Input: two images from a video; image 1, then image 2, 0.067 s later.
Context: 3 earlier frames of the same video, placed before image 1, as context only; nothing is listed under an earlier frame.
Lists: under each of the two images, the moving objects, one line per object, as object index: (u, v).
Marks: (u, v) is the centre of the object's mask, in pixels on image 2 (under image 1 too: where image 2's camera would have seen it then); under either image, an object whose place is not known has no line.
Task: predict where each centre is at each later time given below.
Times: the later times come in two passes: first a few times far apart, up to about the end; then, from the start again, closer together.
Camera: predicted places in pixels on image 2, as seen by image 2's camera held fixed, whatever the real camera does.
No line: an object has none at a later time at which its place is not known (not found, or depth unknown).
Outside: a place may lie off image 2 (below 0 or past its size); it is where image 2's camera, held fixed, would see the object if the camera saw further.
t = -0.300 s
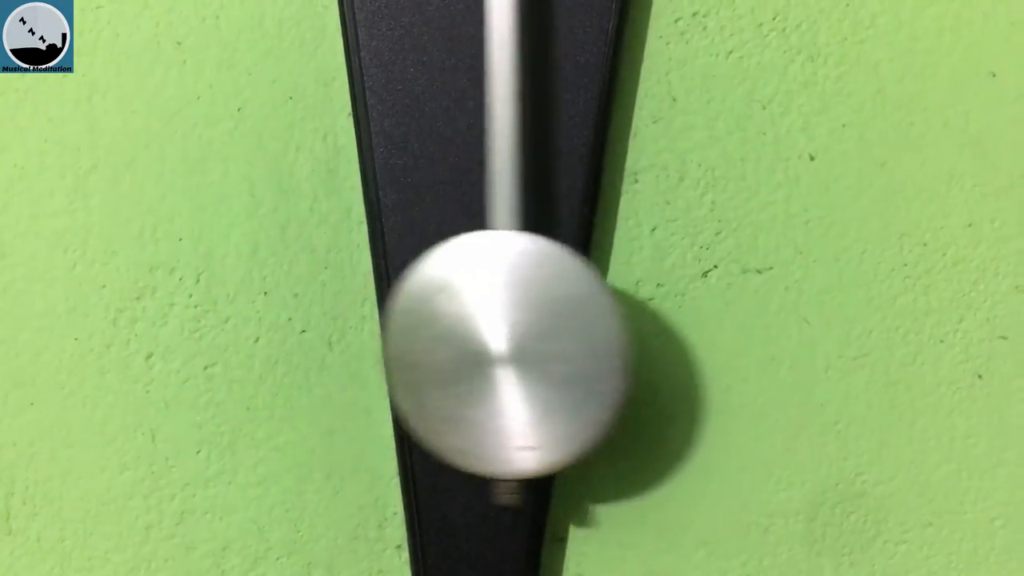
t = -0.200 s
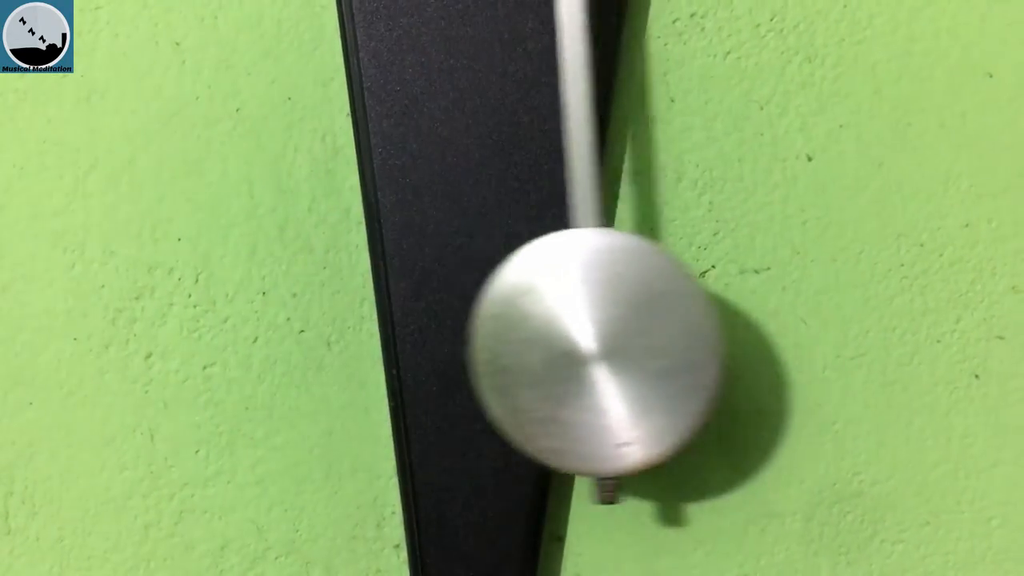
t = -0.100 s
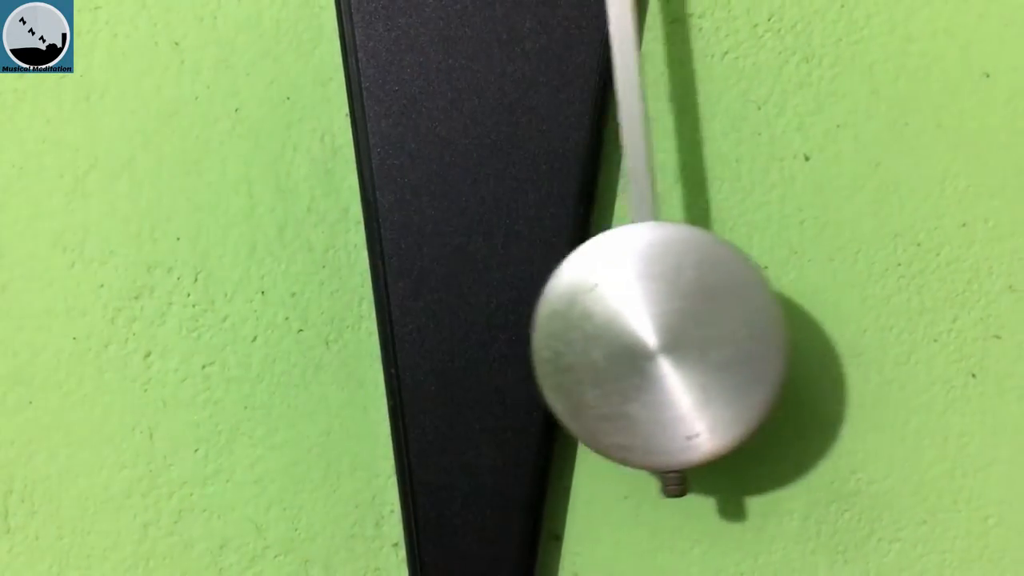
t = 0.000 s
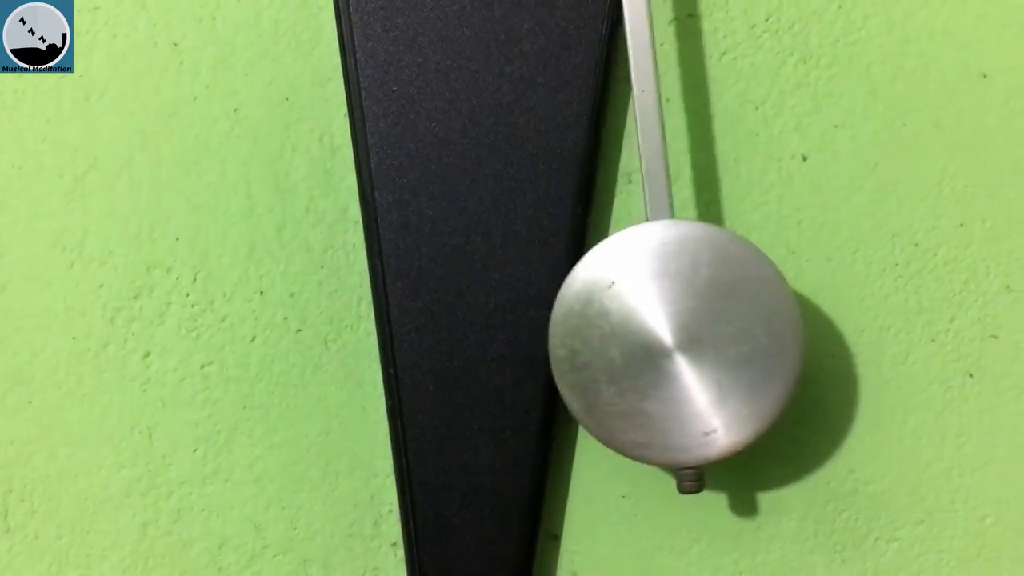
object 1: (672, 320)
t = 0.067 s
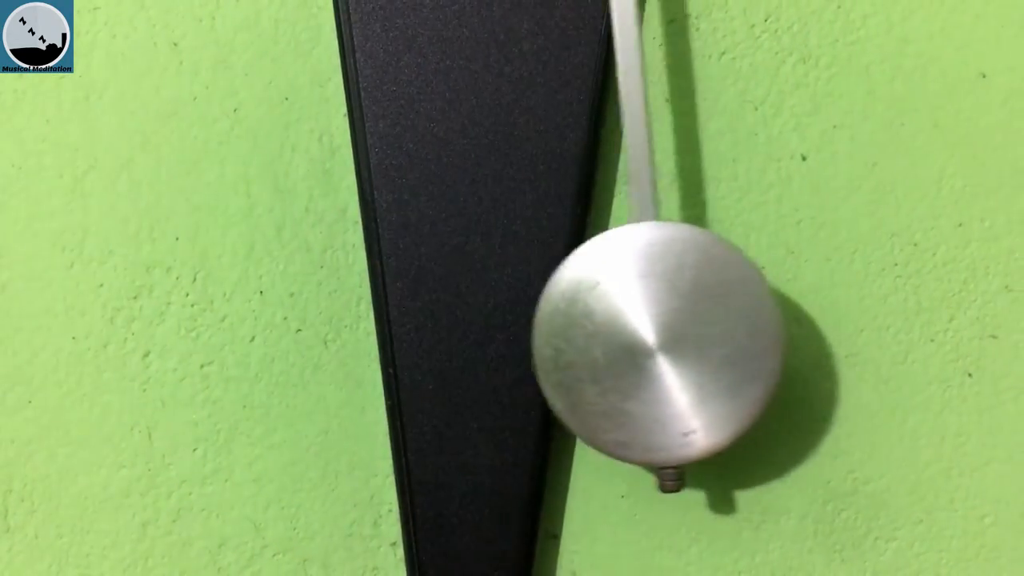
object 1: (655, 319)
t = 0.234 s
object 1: (537, 317)
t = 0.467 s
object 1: (348, 314)
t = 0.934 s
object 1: (551, 320)
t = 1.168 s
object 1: (670, 317)
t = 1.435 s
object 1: (513, 321)
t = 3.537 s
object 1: (674, 319)
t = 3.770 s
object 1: (526, 319)
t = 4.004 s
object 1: (338, 318)
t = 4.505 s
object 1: (588, 321)
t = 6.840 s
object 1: (574, 318)
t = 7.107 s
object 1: (669, 319)
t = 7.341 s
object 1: (494, 321)
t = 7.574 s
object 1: (323, 319)
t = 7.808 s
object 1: (389, 319)
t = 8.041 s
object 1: (597, 321)
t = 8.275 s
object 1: (667, 319)
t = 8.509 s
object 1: (505, 317)
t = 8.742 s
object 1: (335, 317)
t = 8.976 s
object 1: (379, 323)
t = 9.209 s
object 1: (581, 321)
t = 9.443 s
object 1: (659, 317)
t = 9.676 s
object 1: (511, 321)
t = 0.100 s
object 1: (638, 319)
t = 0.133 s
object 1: (617, 318)
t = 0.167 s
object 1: (594, 315)
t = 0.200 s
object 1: (566, 317)
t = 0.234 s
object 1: (537, 317)
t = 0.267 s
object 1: (507, 316)
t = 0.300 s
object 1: (479, 315)
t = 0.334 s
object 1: (450, 315)
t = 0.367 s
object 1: (421, 315)
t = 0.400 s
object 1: (393, 315)
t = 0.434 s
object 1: (369, 314)
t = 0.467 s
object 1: (348, 314)
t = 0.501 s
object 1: (332, 313)
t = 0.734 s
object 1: (373, 319)
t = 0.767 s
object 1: (399, 320)
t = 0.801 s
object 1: (428, 320)
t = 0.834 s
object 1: (458, 322)
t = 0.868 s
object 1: (489, 320)
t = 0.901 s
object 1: (519, 321)
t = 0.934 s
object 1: (551, 320)
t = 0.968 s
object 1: (579, 320)
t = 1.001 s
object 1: (606, 319)
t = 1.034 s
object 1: (628, 319)
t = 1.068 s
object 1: (647, 319)
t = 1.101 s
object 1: (660, 318)
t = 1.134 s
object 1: (668, 317)
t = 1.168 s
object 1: (670, 317)
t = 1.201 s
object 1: (667, 317)
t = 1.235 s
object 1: (657, 317)
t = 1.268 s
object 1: (642, 317)
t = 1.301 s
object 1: (623, 317)
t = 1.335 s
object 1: (600, 317)
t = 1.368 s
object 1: (573, 318)
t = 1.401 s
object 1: (544, 319)
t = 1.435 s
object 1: (513, 321)
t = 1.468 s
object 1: (484, 320)
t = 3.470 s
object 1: (672, 319)
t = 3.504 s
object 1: (676, 319)
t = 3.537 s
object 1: (674, 319)
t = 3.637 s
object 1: (634, 321)
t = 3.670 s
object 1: (611, 320)
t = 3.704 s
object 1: (585, 319)
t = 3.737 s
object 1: (557, 319)
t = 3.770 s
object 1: (526, 319)
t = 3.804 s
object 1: (496, 318)
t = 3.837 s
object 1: (467, 318)
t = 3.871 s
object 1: (437, 319)
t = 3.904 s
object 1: (408, 317)
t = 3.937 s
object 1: (382, 316)
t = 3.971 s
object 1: (358, 315)
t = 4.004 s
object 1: (338, 318)
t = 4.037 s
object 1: (323, 319)
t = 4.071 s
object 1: (314, 319)
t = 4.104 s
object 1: (311, 319)
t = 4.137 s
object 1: (313, 320)
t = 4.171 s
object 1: (322, 321)
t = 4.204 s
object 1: (337, 321)
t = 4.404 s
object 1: (499, 323)
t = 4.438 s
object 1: (530, 322)
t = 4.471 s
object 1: (560, 321)
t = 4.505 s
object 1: (588, 321)
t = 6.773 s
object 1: (512, 319)
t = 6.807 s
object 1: (544, 318)
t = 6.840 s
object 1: (574, 318)
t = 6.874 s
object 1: (603, 318)
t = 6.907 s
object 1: (627, 317)
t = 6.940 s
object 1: (648, 317)
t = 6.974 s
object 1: (664, 318)
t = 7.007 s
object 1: (674, 318)
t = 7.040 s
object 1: (678, 317)
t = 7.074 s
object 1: (677, 318)
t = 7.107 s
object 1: (669, 319)
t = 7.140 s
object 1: (655, 320)
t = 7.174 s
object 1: (636, 321)
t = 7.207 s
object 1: (613, 321)
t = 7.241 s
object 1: (585, 321)
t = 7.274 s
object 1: (557, 322)
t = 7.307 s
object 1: (524, 323)
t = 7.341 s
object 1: (494, 321)
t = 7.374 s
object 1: (463, 320)
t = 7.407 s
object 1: (432, 319)
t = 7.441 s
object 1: (403, 319)
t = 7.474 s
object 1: (377, 316)
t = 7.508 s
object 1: (354, 318)
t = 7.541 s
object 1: (336, 318)
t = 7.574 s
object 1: (323, 319)
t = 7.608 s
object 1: (316, 318)
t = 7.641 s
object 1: (314, 318)
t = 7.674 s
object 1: (319, 318)
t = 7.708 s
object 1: (329, 318)
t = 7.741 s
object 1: (344, 320)
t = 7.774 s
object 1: (364, 319)
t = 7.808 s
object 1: (389, 319)
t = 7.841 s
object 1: (416, 321)
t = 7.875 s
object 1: (446, 320)
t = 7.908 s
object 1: (477, 321)
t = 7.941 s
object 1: (506, 322)
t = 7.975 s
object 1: (538, 322)
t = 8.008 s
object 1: (569, 321)
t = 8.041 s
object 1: (597, 321)
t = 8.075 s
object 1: (622, 321)
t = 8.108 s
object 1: (643, 321)
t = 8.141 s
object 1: (660, 321)
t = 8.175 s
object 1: (670, 320)
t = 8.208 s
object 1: (674, 319)
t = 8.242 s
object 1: (674, 318)
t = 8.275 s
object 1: (667, 319)
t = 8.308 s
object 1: (655, 319)
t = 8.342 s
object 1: (637, 319)
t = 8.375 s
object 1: (616, 318)
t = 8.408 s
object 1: (592, 318)
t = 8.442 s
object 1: (565, 316)
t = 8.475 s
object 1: (535, 317)
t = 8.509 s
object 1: (505, 317)
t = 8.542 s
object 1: (478, 316)
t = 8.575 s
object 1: (449, 317)
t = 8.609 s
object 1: (421, 316)
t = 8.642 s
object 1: (395, 316)
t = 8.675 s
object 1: (371, 315)
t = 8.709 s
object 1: (352, 312)
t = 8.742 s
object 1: (335, 317)
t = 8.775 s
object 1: (324, 319)
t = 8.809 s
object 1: (318, 320)
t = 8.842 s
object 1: (319, 321)
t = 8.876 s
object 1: (326, 321)
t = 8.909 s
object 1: (339, 322)
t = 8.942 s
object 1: (357, 323)
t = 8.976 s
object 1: (379, 323)
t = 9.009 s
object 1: (405, 324)
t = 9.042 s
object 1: (433, 325)
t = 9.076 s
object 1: (464, 324)
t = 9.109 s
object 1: (494, 322)
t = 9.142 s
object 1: (523, 322)
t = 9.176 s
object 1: (554, 322)
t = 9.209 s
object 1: (581, 321)
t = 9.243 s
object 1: (606, 320)
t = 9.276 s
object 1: (628, 320)
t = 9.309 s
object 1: (644, 320)
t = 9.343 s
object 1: (656, 319)
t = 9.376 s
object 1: (663, 318)
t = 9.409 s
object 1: (664, 317)
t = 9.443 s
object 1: (659, 317)
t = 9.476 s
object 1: (650, 318)
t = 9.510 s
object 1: (635, 318)
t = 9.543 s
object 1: (616, 317)
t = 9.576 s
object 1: (593, 318)
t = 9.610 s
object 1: (568, 319)
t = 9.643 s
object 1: (540, 319)
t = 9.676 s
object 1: (511, 321)
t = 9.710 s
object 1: (483, 320)
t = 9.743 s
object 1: (455, 320)
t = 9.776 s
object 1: (427, 320)
